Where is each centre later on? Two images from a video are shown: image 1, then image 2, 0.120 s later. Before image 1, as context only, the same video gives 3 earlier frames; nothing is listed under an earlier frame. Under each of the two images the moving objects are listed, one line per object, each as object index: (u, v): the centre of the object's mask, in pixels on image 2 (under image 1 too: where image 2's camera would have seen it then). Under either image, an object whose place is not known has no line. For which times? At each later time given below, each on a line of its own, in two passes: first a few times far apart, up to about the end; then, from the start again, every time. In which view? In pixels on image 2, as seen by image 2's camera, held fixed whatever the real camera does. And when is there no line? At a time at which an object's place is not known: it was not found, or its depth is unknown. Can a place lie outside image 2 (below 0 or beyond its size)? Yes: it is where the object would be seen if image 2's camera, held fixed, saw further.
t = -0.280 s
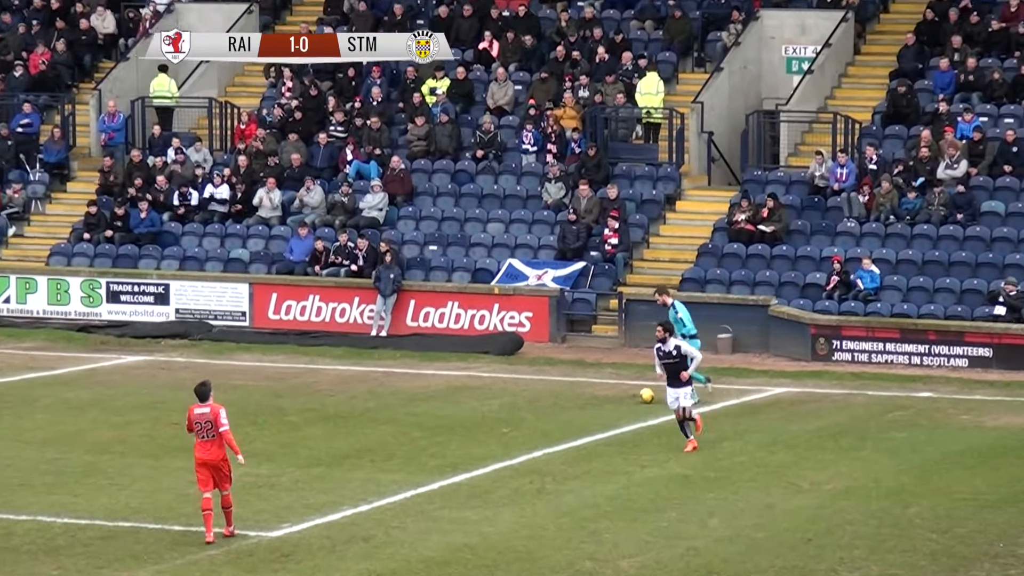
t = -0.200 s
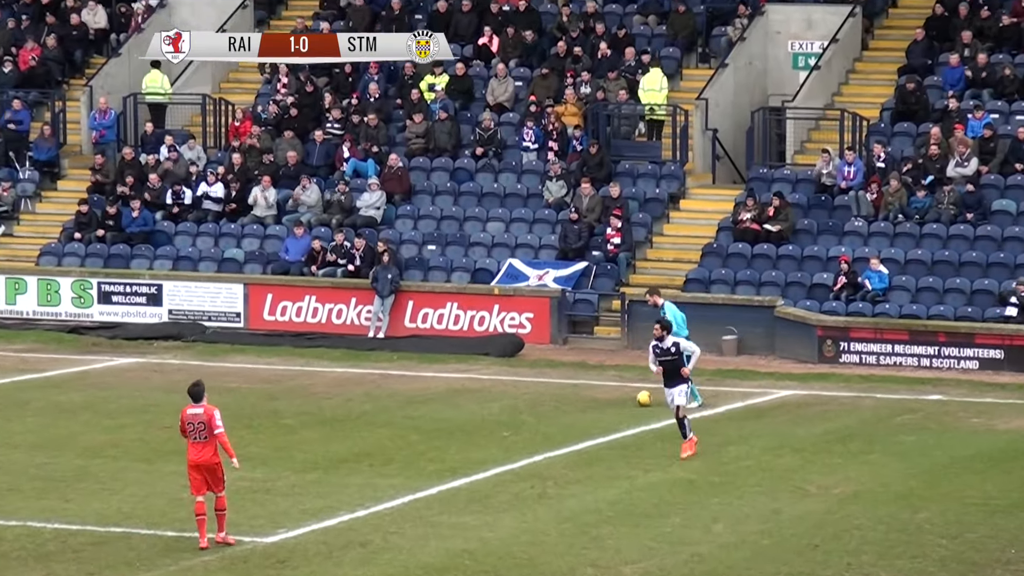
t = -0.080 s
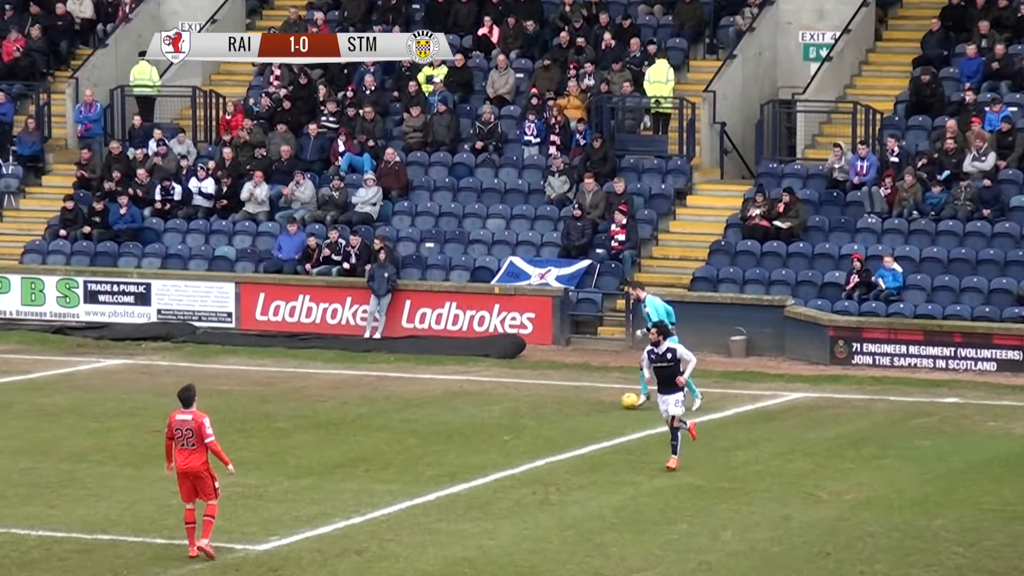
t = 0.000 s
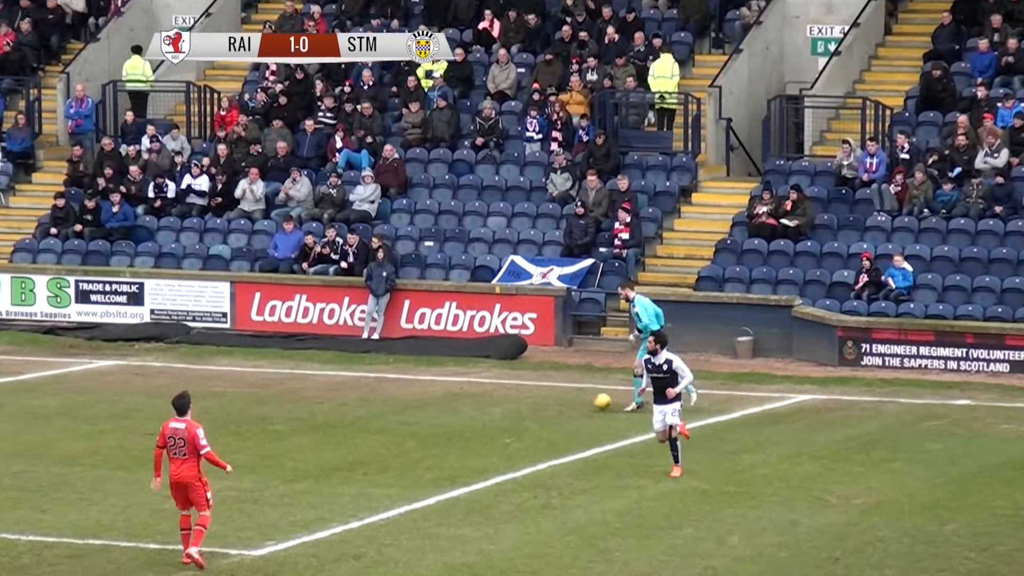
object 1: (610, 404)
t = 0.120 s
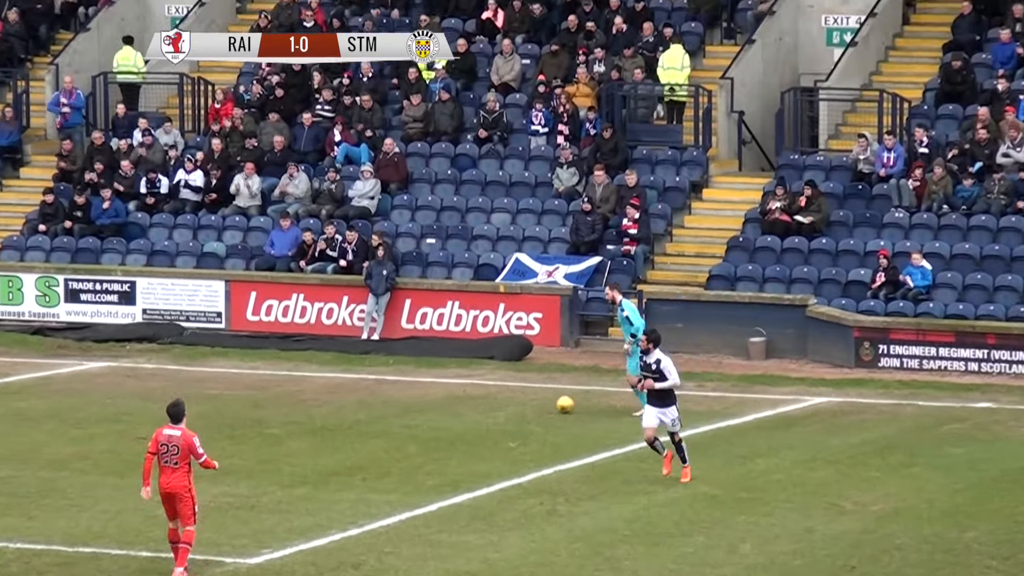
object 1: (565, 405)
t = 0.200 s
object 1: (538, 407)
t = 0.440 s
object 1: (478, 405)
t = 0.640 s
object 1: (434, 405)
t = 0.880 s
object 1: (384, 403)
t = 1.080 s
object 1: (342, 401)
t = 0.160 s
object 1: (551, 406)
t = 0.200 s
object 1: (538, 407)
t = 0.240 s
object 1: (527, 406)
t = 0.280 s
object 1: (516, 405)
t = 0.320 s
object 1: (505, 405)
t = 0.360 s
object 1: (495, 405)
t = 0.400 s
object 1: (486, 404)
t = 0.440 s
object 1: (478, 405)
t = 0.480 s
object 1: (469, 404)
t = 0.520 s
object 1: (460, 404)
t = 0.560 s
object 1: (452, 404)
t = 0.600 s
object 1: (443, 404)
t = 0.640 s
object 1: (434, 405)
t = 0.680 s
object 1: (426, 403)
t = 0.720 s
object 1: (418, 403)
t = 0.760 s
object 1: (409, 403)
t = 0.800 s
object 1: (400, 403)
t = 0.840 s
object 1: (391, 403)
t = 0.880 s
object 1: (384, 403)
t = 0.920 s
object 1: (376, 403)
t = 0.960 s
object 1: (367, 402)
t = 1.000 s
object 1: (359, 402)
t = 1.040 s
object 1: (350, 402)
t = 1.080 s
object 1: (342, 401)
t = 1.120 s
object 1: (333, 401)
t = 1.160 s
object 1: (325, 400)
